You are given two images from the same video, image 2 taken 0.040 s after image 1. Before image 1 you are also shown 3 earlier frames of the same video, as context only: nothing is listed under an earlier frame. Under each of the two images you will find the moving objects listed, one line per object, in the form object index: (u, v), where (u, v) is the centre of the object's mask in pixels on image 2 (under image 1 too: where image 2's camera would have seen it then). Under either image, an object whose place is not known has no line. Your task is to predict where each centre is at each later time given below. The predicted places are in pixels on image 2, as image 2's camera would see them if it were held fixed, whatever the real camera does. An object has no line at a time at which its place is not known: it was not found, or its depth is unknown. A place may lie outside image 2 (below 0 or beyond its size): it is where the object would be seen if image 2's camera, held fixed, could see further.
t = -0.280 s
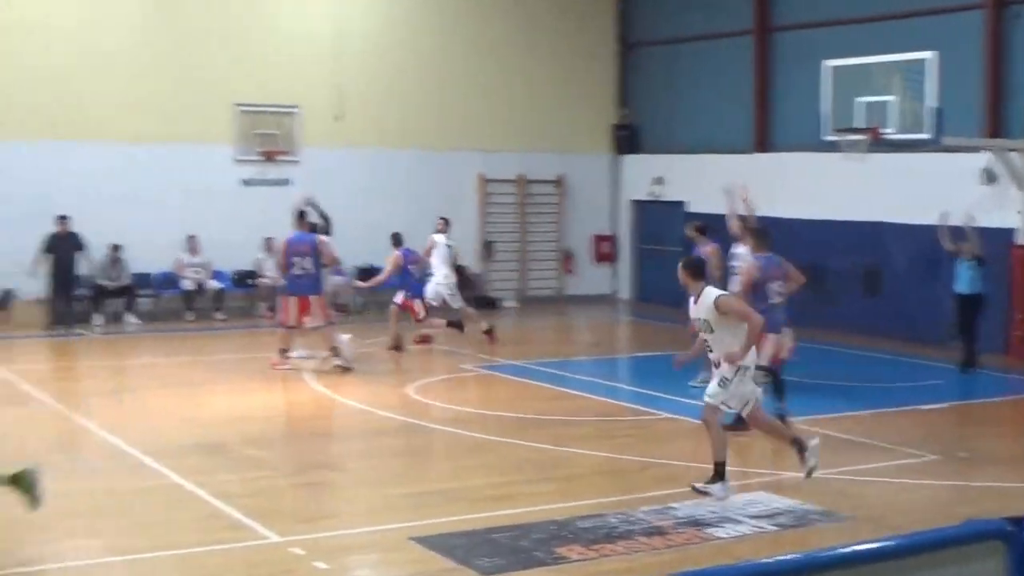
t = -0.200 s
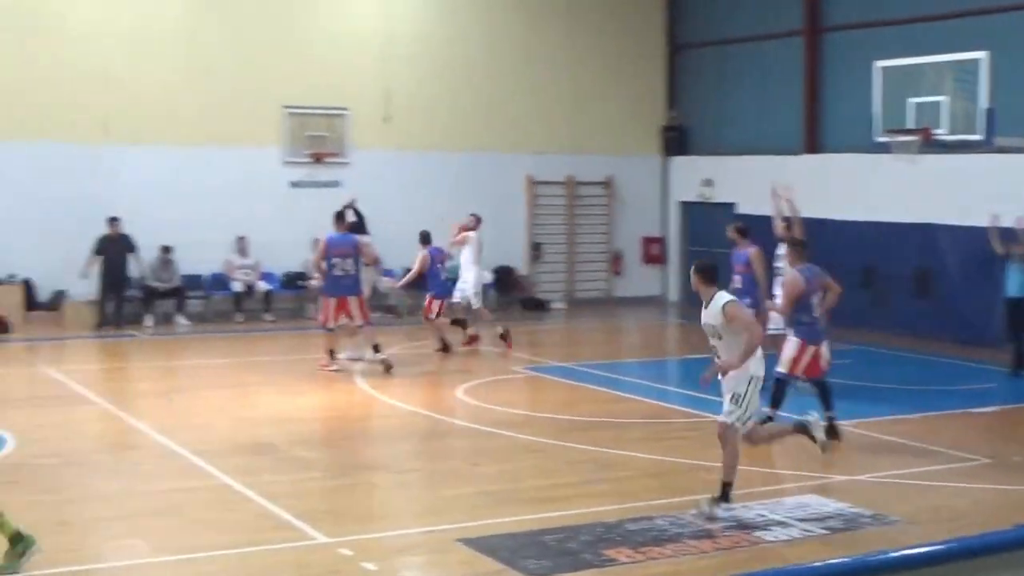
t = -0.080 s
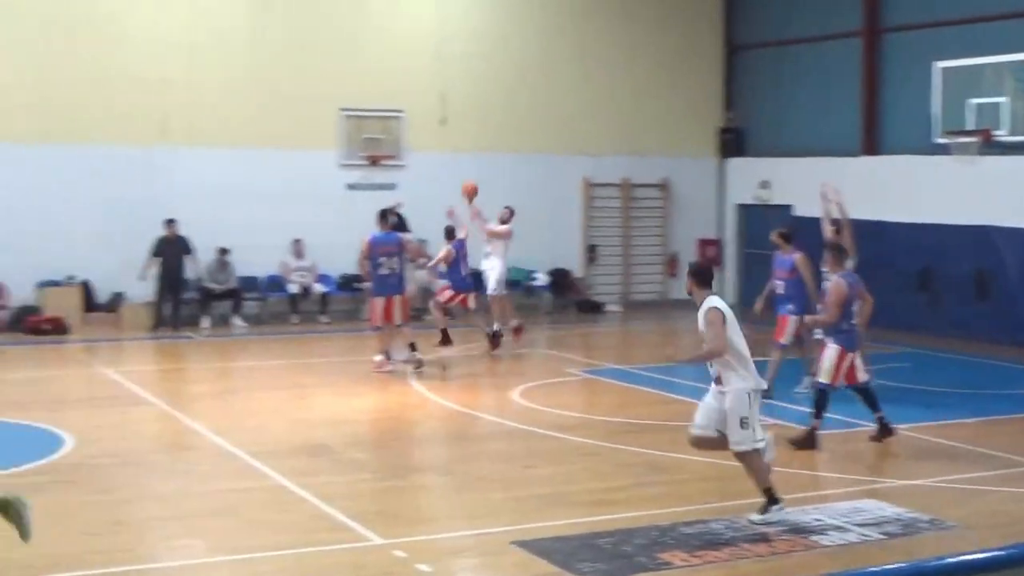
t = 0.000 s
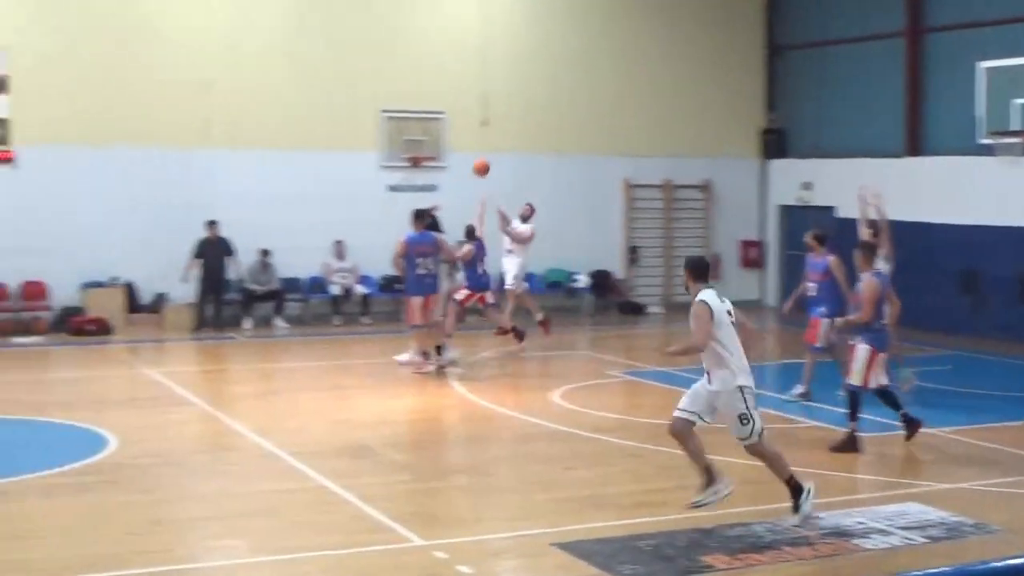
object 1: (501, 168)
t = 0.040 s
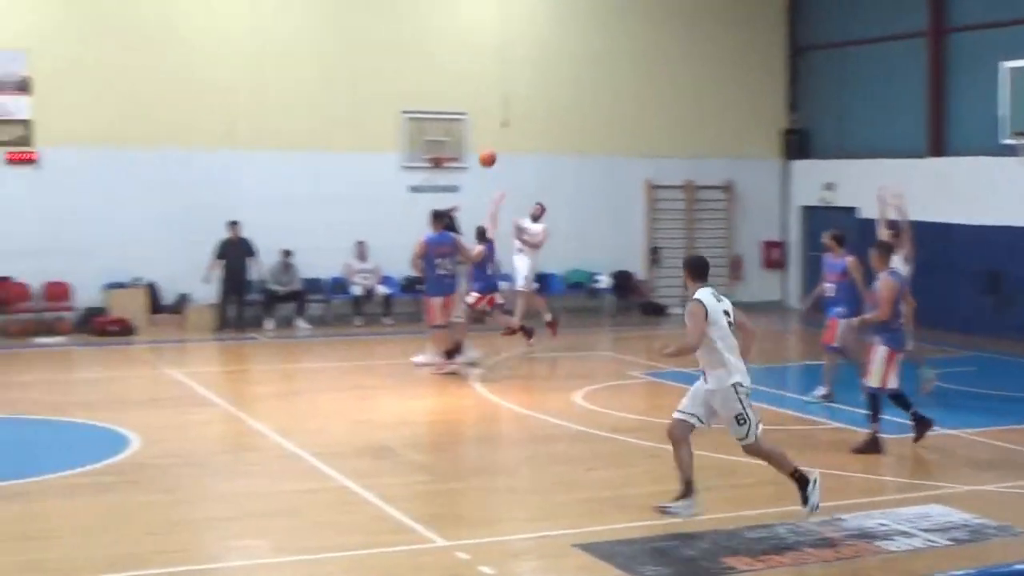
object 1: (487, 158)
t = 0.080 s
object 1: (473, 149)
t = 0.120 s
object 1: (456, 139)
